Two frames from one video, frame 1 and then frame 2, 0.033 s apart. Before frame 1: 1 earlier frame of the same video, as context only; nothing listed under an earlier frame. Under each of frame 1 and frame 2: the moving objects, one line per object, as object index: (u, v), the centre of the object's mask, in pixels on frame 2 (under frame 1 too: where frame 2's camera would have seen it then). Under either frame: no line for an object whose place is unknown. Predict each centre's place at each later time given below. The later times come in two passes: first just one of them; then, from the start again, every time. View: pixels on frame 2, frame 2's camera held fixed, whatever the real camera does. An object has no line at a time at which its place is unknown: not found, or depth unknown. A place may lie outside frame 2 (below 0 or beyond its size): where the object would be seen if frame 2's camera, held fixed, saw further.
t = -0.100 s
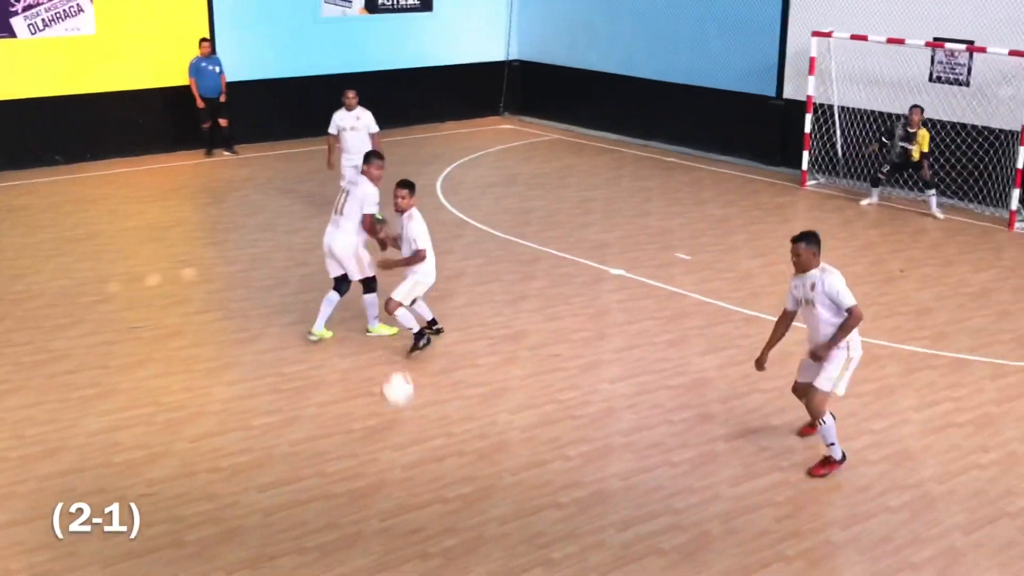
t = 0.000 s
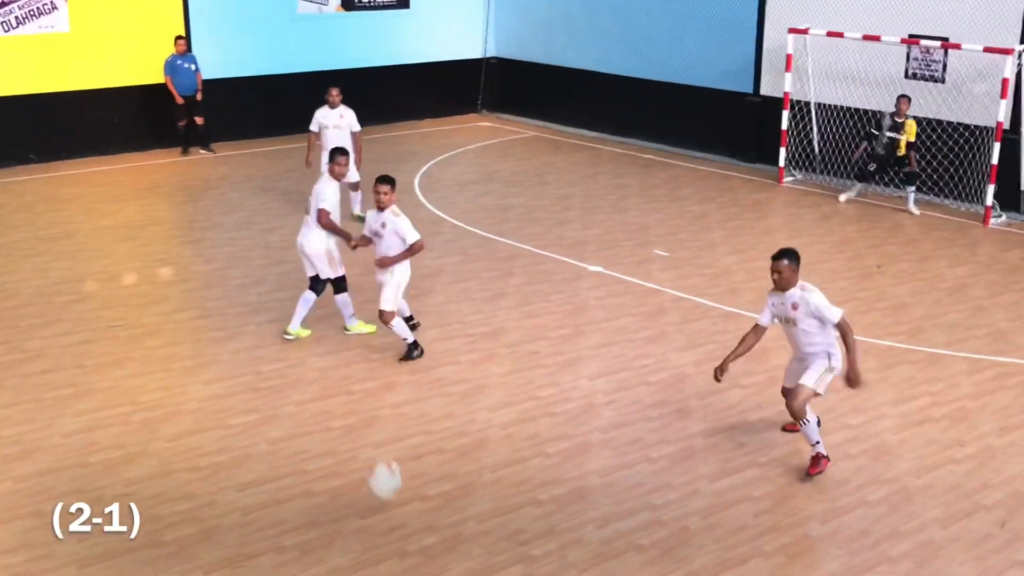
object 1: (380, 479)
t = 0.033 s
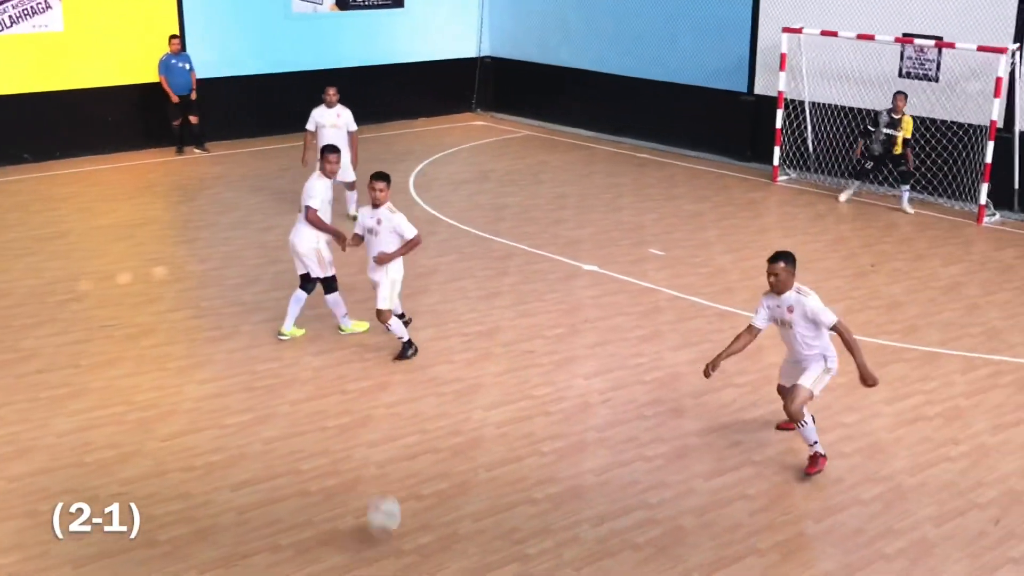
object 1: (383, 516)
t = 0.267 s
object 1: (417, 546)
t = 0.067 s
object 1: (387, 556)
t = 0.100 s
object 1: (391, 555)
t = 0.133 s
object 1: (396, 549)
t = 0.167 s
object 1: (401, 545)
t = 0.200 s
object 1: (405, 543)
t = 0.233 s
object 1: (411, 543)
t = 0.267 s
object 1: (417, 546)
